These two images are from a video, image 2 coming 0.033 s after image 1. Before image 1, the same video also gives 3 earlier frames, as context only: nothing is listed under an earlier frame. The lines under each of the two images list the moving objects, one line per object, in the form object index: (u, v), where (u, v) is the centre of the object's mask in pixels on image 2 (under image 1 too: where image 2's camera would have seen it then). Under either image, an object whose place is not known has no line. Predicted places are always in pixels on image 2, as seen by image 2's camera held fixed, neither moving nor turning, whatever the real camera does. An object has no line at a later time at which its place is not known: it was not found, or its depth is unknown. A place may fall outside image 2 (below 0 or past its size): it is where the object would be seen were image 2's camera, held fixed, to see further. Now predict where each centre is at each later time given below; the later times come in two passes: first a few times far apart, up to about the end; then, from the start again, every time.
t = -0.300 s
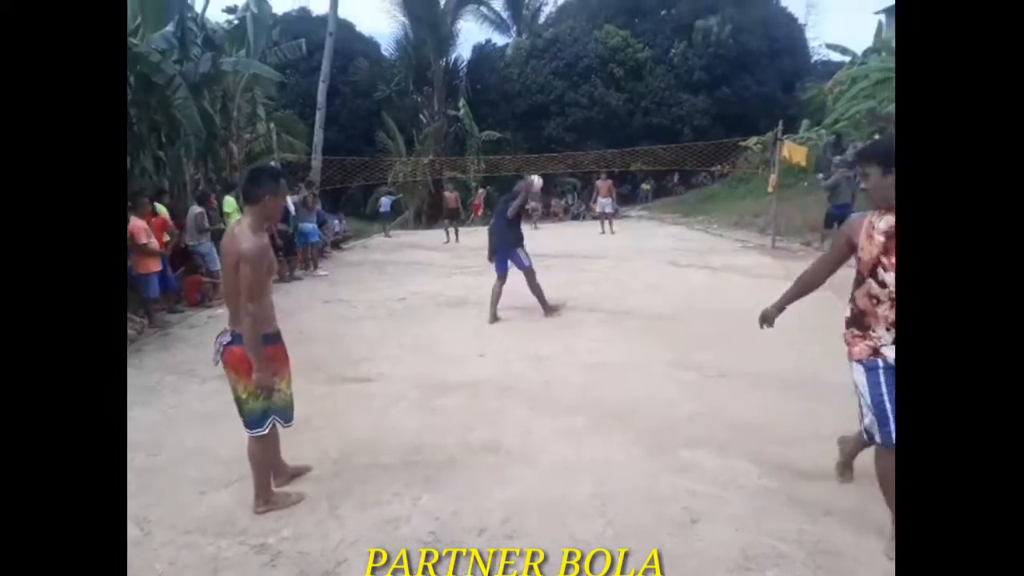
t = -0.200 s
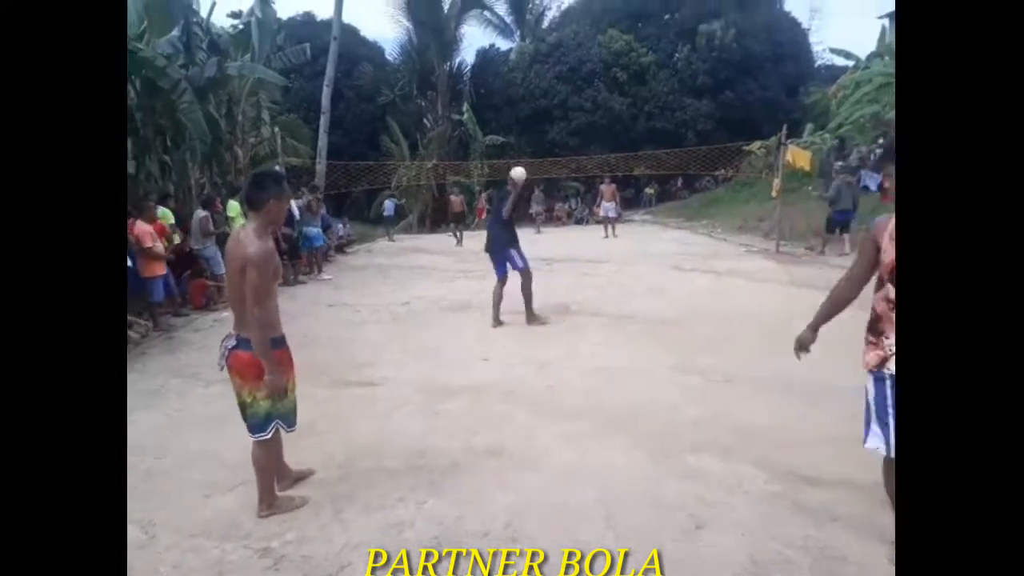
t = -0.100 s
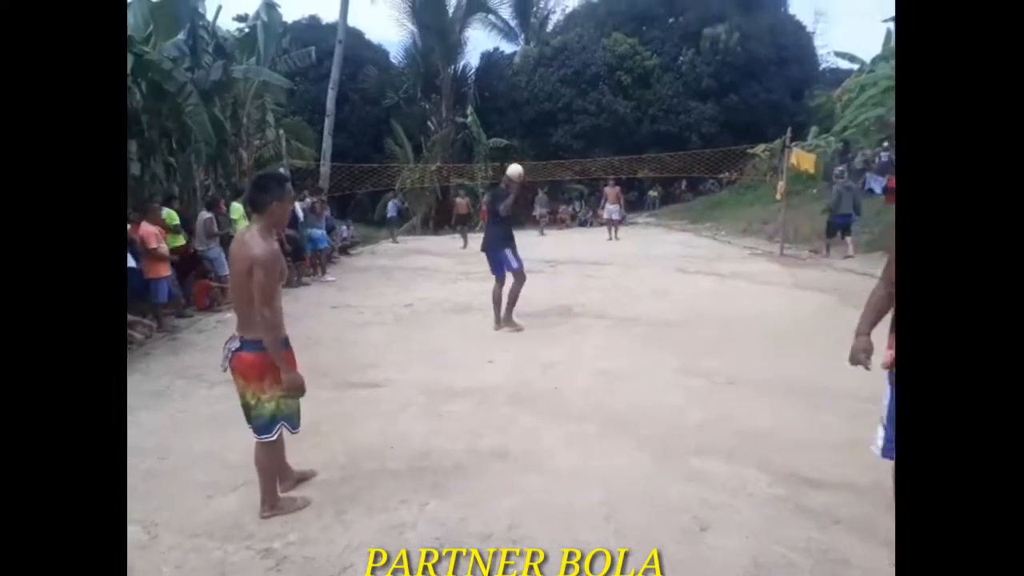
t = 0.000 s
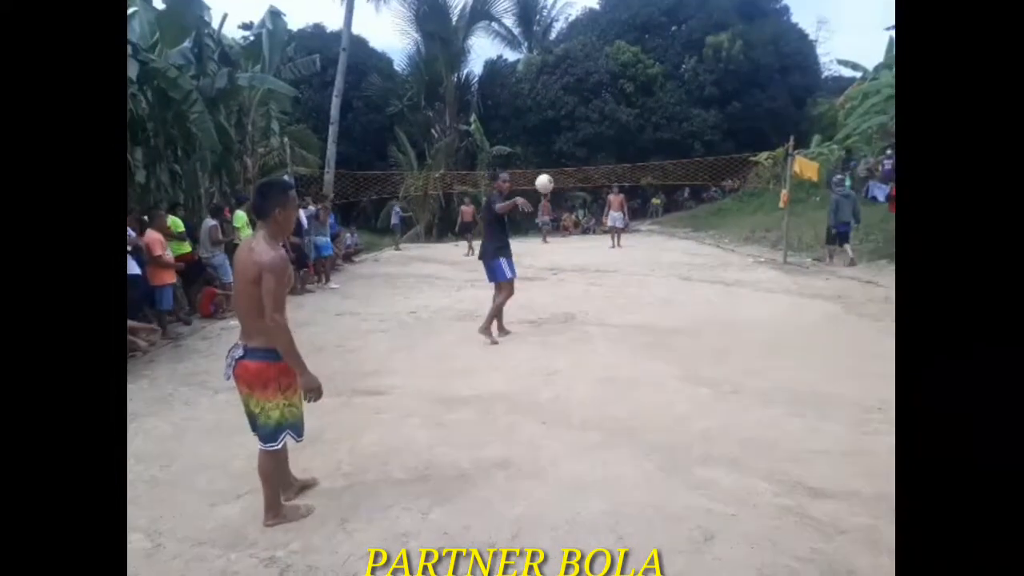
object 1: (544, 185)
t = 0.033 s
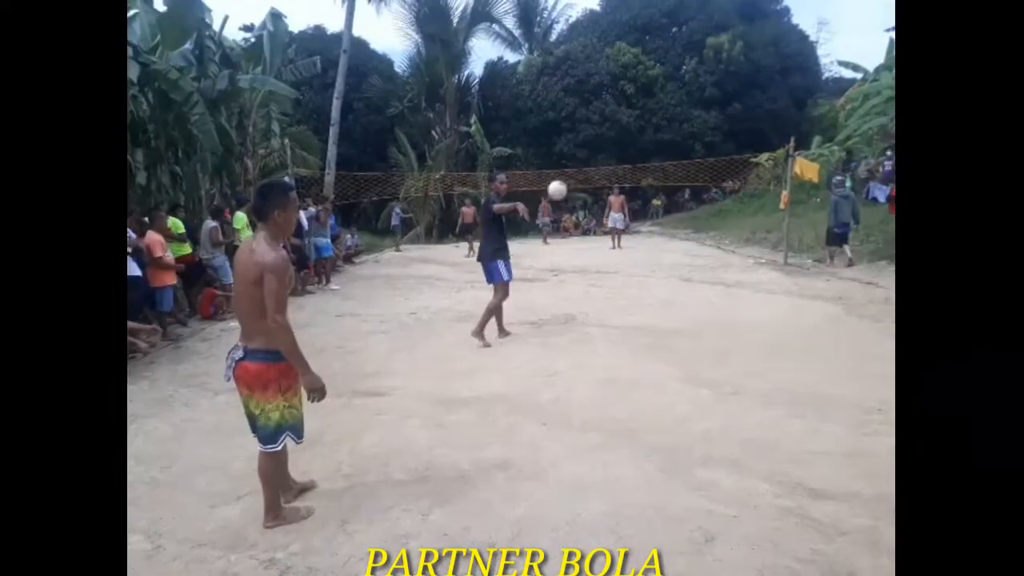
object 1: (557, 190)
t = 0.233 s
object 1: (651, 265)
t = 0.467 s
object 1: (815, 435)
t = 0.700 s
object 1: (909, 286)
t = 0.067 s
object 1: (570, 197)
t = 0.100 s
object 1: (584, 205)
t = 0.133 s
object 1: (600, 218)
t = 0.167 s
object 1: (616, 230)
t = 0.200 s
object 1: (633, 246)
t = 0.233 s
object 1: (651, 265)
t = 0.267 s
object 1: (673, 288)
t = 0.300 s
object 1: (697, 314)
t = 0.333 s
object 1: (719, 344)
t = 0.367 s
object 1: (746, 380)
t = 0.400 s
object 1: (774, 420)
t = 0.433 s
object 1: (802, 460)
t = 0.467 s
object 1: (815, 435)
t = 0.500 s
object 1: (830, 411)
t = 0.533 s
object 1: (842, 387)
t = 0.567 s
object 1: (856, 365)
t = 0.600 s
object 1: (871, 344)
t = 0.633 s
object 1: (886, 324)
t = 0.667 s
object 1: (901, 304)
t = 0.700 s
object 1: (909, 286)
